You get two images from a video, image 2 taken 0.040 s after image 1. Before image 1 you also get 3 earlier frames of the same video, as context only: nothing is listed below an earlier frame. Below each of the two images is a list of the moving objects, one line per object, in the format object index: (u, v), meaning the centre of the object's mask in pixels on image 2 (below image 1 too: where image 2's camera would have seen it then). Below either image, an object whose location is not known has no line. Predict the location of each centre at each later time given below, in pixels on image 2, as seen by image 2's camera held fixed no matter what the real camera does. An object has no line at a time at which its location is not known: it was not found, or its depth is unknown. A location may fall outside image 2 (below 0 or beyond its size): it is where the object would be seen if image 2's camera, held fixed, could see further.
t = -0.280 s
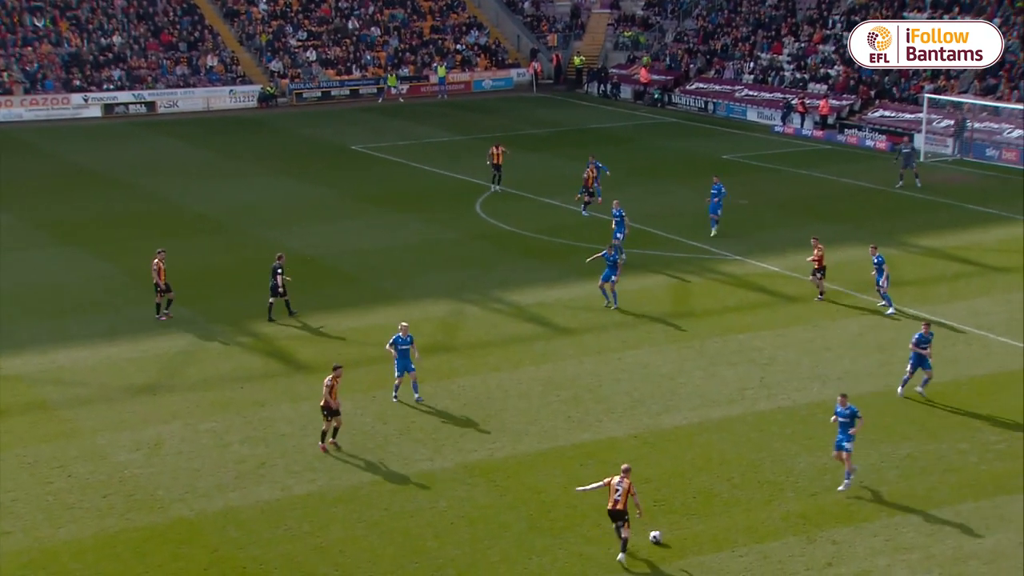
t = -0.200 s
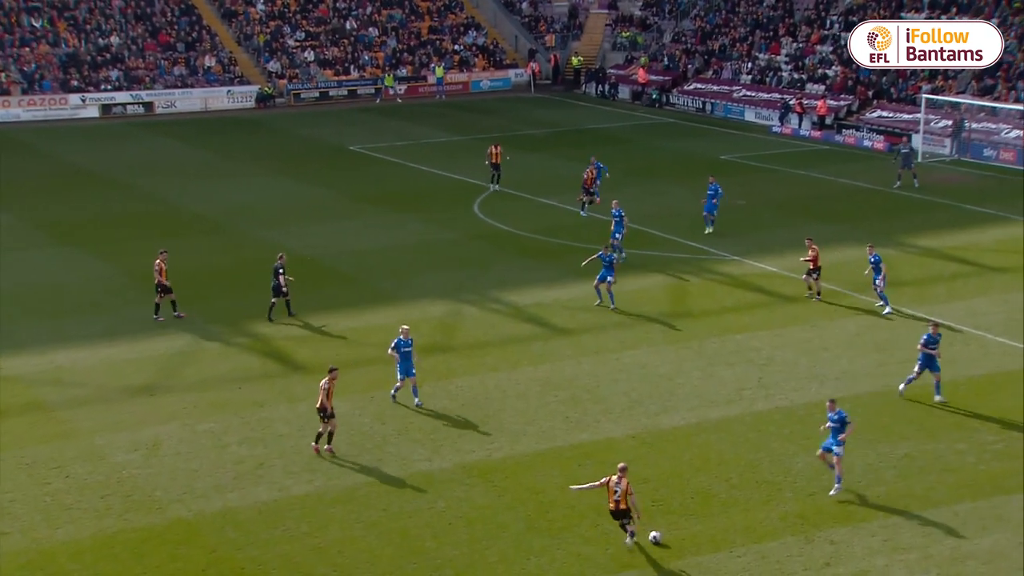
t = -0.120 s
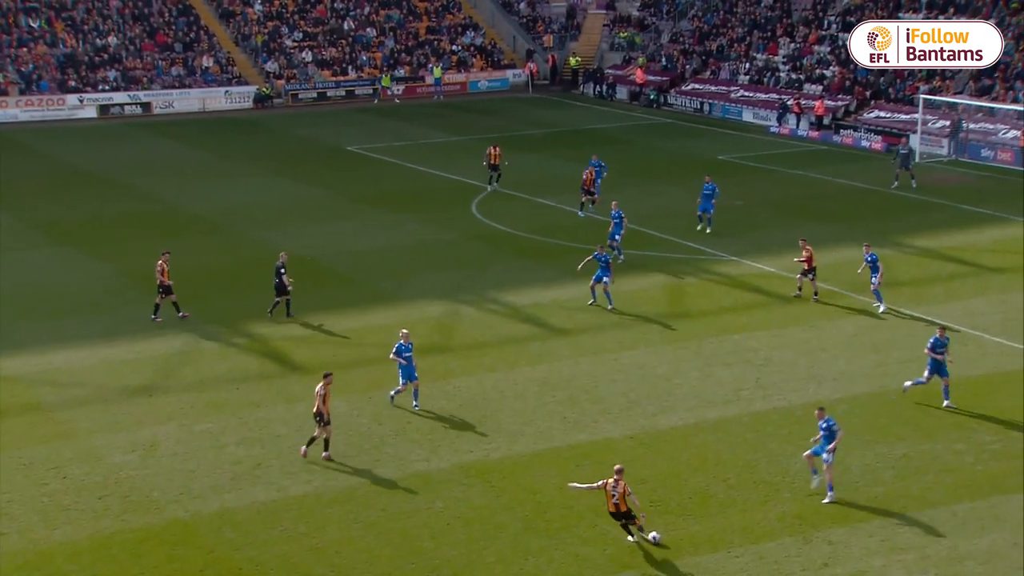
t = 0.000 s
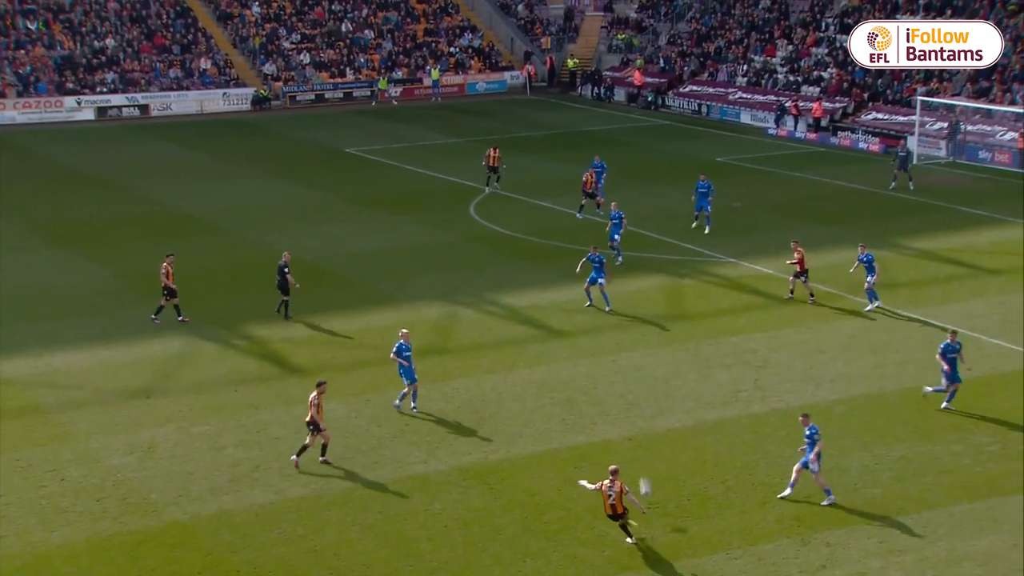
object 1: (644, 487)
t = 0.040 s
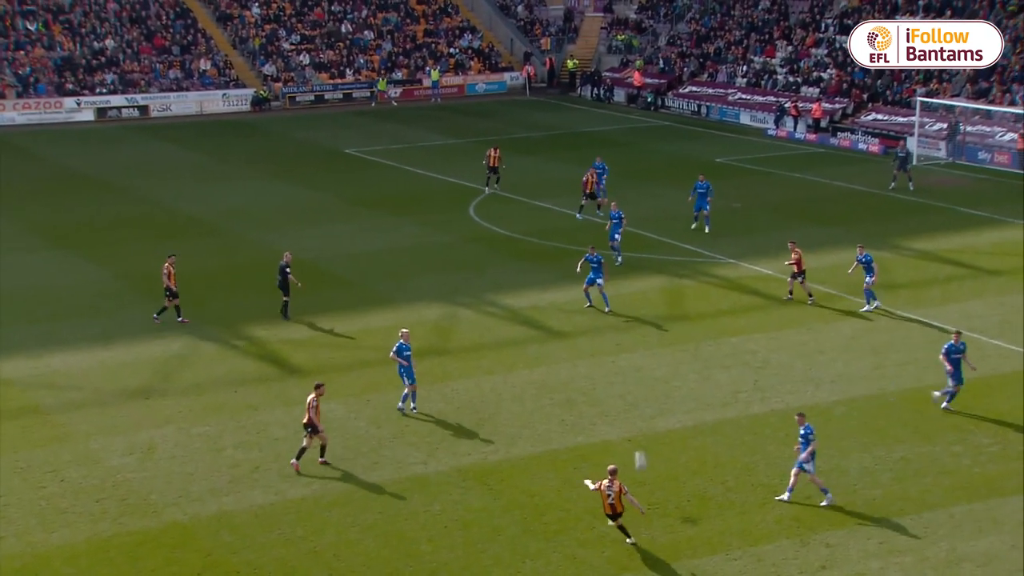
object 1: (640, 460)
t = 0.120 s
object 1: (632, 410)
